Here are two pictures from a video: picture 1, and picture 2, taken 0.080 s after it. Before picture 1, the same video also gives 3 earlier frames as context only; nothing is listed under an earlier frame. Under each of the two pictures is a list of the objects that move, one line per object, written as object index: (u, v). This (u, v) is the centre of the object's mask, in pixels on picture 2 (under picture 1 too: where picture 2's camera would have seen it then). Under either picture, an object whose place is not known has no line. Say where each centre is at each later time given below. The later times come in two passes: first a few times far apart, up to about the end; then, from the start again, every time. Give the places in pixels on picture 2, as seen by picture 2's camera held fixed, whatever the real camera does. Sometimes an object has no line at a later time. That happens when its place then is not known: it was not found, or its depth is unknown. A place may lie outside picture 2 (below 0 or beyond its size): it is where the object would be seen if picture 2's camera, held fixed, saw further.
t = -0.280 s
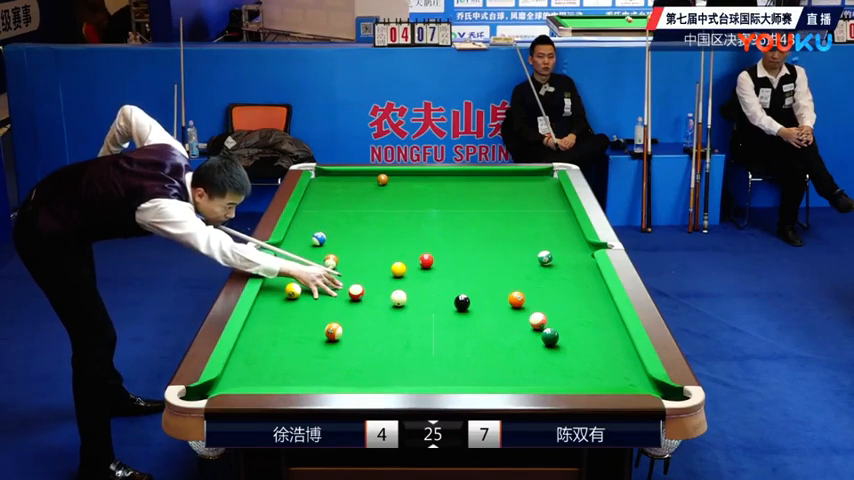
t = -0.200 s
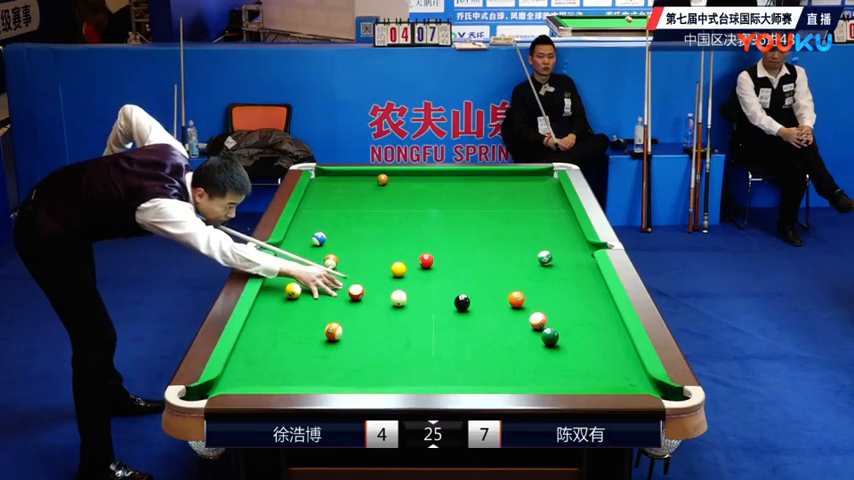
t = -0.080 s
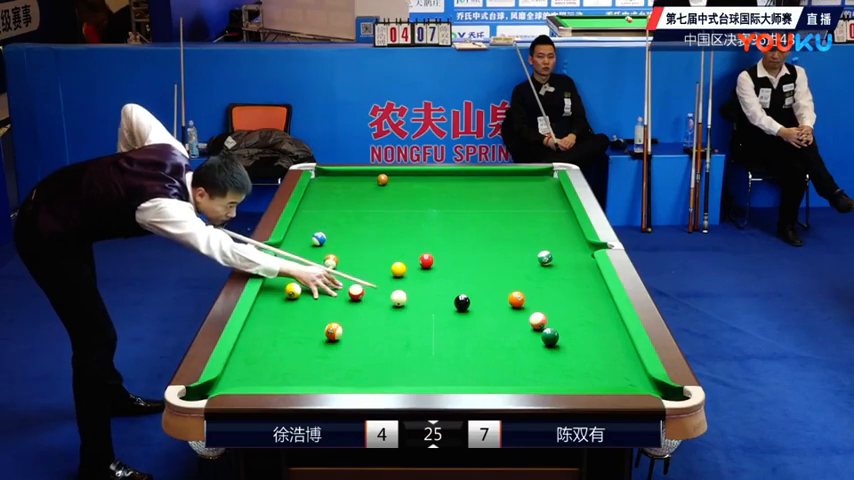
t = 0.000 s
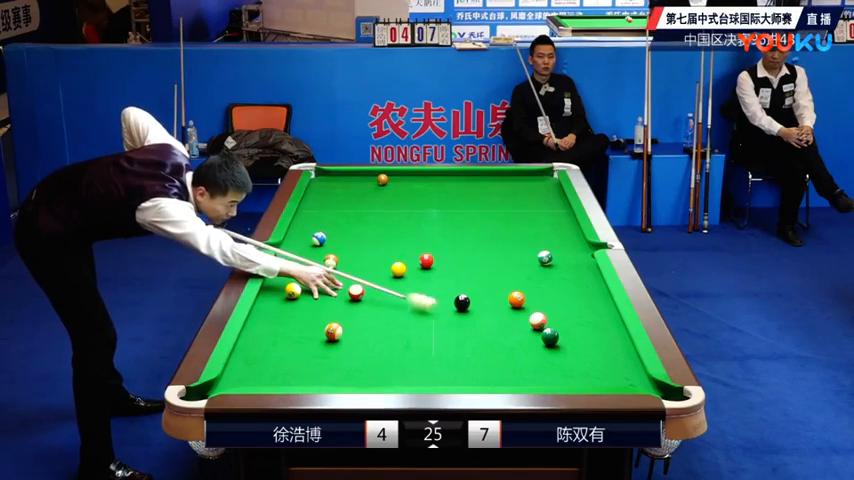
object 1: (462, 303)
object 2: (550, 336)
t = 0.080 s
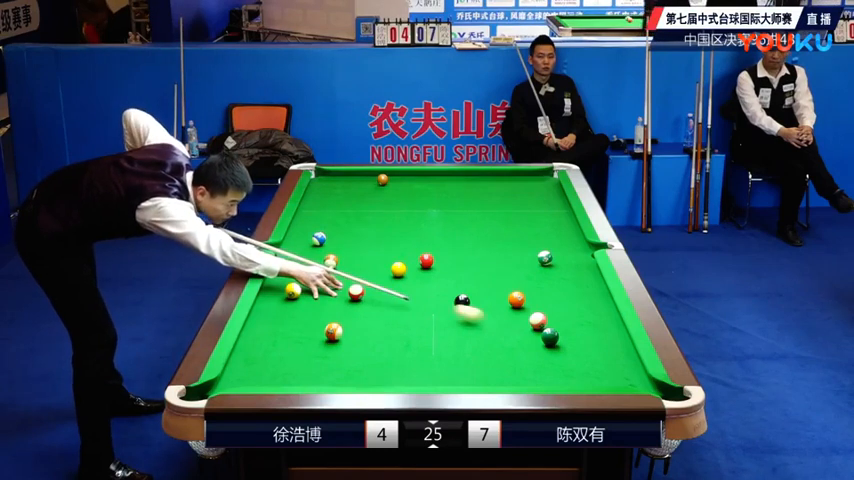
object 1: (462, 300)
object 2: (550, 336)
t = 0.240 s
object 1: (462, 303)
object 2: (564, 342)
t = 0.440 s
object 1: (462, 303)
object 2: (641, 379)
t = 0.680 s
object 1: (462, 303)
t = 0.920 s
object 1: (462, 303)
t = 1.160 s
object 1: (462, 303)
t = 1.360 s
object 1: (462, 303)
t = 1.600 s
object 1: (453, 299)
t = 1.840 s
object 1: (445, 298)
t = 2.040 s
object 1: (439, 296)
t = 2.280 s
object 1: (433, 294)
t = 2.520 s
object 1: (427, 293)
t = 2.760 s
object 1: (422, 291)
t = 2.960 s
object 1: (419, 290)
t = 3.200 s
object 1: (416, 290)
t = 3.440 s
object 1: (415, 290)
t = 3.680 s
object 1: (414, 289)
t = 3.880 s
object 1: (414, 289)
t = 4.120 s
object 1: (414, 289)
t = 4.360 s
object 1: (414, 289)
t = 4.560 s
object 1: (414, 289)
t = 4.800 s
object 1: (414, 289)
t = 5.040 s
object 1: (414, 289)
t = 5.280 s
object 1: (414, 289)
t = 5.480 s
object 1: (414, 289)
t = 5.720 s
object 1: (414, 289)
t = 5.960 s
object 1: (414, 289)
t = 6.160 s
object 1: (414, 289)
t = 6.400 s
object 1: (414, 289)
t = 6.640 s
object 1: (414, 289)
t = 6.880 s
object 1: (414, 290)
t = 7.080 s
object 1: (414, 290)
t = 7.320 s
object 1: (414, 290)
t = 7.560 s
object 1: (414, 290)
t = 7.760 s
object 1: (414, 289)
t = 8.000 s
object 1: (414, 289)
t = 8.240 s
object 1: (414, 289)
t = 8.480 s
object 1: (414, 289)
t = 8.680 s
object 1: (414, 289)
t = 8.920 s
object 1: (414, 289)
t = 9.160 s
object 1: (414, 289)
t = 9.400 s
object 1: (414, 289)
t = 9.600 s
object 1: (414, 289)
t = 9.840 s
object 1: (414, 289)
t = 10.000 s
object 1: (414, 289)
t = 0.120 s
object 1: (462, 303)
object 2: (550, 336)
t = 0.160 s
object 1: (462, 303)
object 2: (550, 336)
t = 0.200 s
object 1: (462, 303)
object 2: (551, 337)
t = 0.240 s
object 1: (462, 303)
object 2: (564, 342)
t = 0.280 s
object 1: (462, 303)
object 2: (581, 350)
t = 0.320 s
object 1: (462, 303)
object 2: (596, 358)
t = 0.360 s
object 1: (462, 303)
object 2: (612, 366)
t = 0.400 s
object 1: (462, 303)
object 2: (626, 373)
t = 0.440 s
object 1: (462, 303)
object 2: (641, 379)
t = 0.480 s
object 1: (462, 303)
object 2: (657, 387)
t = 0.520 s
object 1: (462, 303)
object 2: (669, 394)
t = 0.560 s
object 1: (462, 303)
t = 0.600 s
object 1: (462, 303)
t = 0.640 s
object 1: (462, 303)
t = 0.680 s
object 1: (462, 303)
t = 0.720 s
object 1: (462, 303)
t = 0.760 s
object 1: (462, 303)
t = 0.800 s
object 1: (462, 303)
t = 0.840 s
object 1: (462, 303)
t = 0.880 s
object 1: (462, 303)
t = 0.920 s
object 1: (462, 303)
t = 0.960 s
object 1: (462, 303)
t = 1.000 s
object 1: (462, 303)
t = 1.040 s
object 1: (462, 303)
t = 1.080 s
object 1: (462, 303)
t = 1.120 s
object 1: (462, 303)
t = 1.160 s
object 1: (462, 303)
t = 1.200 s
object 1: (462, 303)
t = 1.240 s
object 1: (462, 303)
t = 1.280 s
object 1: (462, 303)
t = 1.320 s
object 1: (462, 303)
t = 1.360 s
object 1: (462, 303)
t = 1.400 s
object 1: (461, 302)
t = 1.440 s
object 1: (459, 302)
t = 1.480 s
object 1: (457, 301)
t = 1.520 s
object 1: (456, 301)
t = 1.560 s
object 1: (454, 300)
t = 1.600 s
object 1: (453, 299)
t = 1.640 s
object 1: (452, 299)
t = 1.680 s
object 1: (450, 298)
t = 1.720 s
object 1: (449, 298)
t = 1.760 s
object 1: (447, 298)
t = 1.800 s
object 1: (446, 298)
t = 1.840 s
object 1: (445, 298)
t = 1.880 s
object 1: (444, 298)
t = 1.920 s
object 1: (443, 298)
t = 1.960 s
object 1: (441, 297)
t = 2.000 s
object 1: (440, 296)
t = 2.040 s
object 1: (439, 296)
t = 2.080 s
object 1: (438, 296)
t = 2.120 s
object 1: (437, 295)
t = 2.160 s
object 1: (436, 295)
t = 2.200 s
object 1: (435, 295)
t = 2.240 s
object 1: (434, 295)
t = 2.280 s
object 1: (433, 294)
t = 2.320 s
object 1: (432, 294)
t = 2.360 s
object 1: (431, 294)
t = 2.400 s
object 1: (430, 293)
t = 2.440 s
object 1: (428, 293)
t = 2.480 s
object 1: (428, 293)
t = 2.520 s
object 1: (427, 293)
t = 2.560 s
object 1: (426, 293)
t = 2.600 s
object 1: (425, 292)
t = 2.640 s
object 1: (424, 292)
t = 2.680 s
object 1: (424, 292)
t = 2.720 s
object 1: (423, 292)
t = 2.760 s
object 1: (422, 291)
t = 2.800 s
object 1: (422, 291)
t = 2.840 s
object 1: (421, 291)
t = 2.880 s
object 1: (421, 291)
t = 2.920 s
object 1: (420, 291)
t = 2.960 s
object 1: (419, 290)
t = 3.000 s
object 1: (419, 290)
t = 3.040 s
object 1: (418, 290)
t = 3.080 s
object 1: (417, 290)
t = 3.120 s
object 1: (417, 290)
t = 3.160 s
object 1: (417, 290)
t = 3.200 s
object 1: (416, 290)
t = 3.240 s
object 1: (416, 290)
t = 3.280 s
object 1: (416, 290)
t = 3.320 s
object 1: (415, 290)
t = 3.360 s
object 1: (415, 290)
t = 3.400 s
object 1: (415, 290)
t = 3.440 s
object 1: (415, 290)
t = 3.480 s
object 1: (414, 290)
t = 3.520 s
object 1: (414, 290)
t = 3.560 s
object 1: (414, 289)
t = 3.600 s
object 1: (414, 289)
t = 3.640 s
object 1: (414, 289)
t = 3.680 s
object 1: (414, 289)
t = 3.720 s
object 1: (414, 289)
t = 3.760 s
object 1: (414, 289)
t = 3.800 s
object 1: (414, 289)
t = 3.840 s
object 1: (414, 289)
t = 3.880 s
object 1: (414, 289)
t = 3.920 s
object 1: (414, 289)
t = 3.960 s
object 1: (414, 289)
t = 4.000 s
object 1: (414, 289)
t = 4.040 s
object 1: (414, 289)
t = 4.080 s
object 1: (414, 289)
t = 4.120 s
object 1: (414, 289)
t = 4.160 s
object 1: (414, 289)
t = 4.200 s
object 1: (414, 289)
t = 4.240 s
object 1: (414, 289)
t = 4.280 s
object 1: (414, 289)
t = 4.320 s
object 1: (414, 289)
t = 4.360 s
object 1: (414, 289)
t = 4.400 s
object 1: (414, 289)
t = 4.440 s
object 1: (414, 289)
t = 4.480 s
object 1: (414, 289)
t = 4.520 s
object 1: (414, 289)
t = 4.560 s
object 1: (414, 289)
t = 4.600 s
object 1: (414, 289)
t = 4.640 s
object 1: (414, 289)
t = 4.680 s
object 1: (414, 289)
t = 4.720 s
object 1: (414, 289)
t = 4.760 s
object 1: (414, 289)
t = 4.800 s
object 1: (414, 289)
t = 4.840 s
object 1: (414, 289)
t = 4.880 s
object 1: (414, 289)
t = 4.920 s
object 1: (414, 289)
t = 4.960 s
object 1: (414, 289)
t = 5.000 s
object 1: (414, 289)
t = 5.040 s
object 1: (414, 289)
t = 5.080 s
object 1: (414, 289)
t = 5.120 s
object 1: (414, 289)
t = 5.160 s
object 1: (414, 289)
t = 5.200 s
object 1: (414, 289)
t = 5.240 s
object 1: (414, 289)
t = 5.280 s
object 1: (414, 289)
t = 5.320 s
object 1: (414, 289)
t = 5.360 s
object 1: (414, 289)
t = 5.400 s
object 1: (414, 289)
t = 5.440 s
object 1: (414, 289)
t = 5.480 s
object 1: (414, 289)
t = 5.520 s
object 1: (414, 289)
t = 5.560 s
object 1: (414, 289)
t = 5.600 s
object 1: (414, 289)
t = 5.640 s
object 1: (414, 289)
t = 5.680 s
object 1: (414, 289)
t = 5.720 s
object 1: (414, 289)
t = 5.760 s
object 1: (414, 289)
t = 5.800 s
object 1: (414, 289)
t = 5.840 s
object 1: (414, 289)
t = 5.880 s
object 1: (414, 289)
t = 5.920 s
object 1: (414, 289)
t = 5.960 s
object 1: (414, 289)
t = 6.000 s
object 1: (414, 289)
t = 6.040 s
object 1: (414, 289)
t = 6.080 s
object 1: (414, 289)
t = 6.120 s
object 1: (414, 289)
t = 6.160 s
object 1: (414, 289)
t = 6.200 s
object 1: (414, 289)
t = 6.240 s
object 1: (414, 289)
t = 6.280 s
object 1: (414, 289)
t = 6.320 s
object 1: (414, 289)
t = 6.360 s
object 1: (414, 289)
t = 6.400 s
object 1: (414, 289)
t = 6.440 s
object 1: (414, 289)
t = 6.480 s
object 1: (414, 289)
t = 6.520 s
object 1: (414, 289)
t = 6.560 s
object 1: (414, 290)
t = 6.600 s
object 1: (414, 289)
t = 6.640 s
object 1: (414, 289)
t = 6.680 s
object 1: (414, 289)
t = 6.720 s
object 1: (414, 290)
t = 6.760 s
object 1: (414, 289)
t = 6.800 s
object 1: (414, 289)
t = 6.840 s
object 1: (414, 290)
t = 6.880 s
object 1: (414, 290)
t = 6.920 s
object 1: (414, 289)
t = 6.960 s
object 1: (414, 289)
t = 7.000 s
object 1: (414, 289)
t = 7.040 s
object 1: (414, 289)
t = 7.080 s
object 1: (414, 290)
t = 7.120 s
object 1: (414, 290)
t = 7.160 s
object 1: (414, 289)
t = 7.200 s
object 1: (414, 289)
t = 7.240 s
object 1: (414, 289)
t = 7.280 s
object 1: (414, 290)
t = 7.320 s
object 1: (414, 290)
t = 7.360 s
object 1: (414, 290)
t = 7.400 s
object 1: (414, 289)
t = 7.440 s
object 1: (414, 290)
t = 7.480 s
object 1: (414, 289)
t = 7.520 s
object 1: (414, 290)
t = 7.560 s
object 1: (414, 290)
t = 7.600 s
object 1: (414, 289)
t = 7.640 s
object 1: (414, 289)
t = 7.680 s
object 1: (414, 290)
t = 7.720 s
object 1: (414, 290)
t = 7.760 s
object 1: (414, 289)
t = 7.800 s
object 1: (414, 289)
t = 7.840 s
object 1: (414, 289)
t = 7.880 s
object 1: (414, 290)
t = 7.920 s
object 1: (414, 290)
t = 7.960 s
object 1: (414, 289)
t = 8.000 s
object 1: (414, 289)
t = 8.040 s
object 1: (414, 290)
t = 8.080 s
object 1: (414, 289)
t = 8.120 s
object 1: (414, 289)
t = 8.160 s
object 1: (414, 289)
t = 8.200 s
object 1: (414, 290)
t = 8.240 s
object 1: (414, 289)
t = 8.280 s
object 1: (414, 289)
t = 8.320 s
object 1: (414, 290)
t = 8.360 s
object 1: (414, 290)
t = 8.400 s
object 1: (414, 289)
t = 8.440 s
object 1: (414, 289)
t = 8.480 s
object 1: (414, 289)
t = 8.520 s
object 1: (414, 289)
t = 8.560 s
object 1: (414, 289)
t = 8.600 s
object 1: (414, 289)
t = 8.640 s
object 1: (414, 289)
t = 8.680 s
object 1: (414, 289)
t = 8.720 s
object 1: (414, 289)
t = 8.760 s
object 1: (414, 289)
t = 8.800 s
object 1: (414, 289)
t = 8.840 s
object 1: (414, 289)
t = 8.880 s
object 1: (414, 289)
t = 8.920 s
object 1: (414, 289)
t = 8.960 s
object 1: (414, 289)
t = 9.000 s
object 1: (414, 289)
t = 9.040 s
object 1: (414, 289)
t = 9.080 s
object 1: (414, 289)
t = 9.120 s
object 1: (414, 289)
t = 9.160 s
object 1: (414, 289)
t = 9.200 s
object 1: (414, 289)
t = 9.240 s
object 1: (414, 289)
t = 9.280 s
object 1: (414, 289)
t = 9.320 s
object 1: (414, 289)
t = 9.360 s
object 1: (414, 289)
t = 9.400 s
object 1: (414, 289)
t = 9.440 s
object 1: (414, 289)
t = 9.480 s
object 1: (414, 289)
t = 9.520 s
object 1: (414, 289)
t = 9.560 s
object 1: (414, 289)
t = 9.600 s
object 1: (414, 289)
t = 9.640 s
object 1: (414, 289)
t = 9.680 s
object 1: (414, 289)
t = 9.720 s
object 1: (414, 289)
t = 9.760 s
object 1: (414, 289)
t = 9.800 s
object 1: (414, 289)
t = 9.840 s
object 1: (414, 289)
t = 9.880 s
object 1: (414, 289)
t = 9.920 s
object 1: (414, 289)
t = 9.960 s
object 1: (414, 289)
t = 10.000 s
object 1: (414, 289)
